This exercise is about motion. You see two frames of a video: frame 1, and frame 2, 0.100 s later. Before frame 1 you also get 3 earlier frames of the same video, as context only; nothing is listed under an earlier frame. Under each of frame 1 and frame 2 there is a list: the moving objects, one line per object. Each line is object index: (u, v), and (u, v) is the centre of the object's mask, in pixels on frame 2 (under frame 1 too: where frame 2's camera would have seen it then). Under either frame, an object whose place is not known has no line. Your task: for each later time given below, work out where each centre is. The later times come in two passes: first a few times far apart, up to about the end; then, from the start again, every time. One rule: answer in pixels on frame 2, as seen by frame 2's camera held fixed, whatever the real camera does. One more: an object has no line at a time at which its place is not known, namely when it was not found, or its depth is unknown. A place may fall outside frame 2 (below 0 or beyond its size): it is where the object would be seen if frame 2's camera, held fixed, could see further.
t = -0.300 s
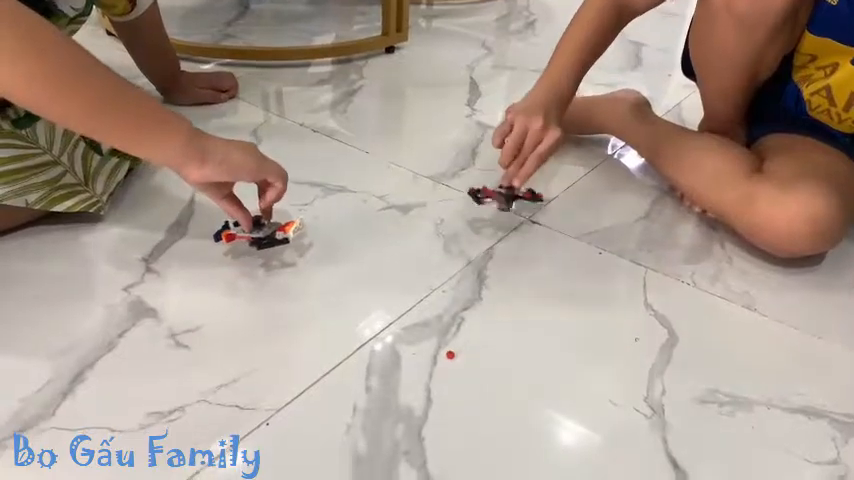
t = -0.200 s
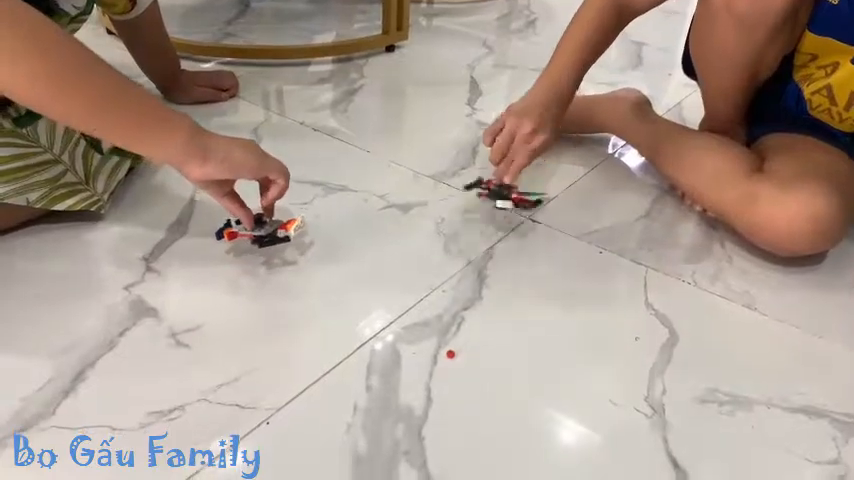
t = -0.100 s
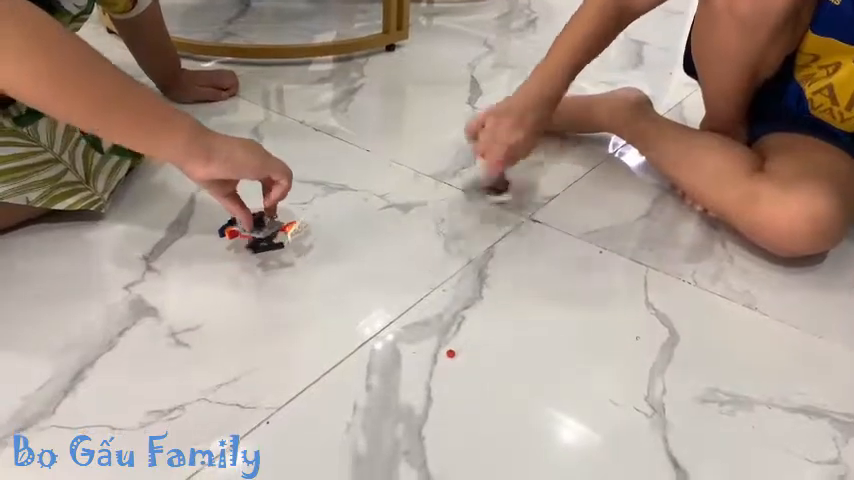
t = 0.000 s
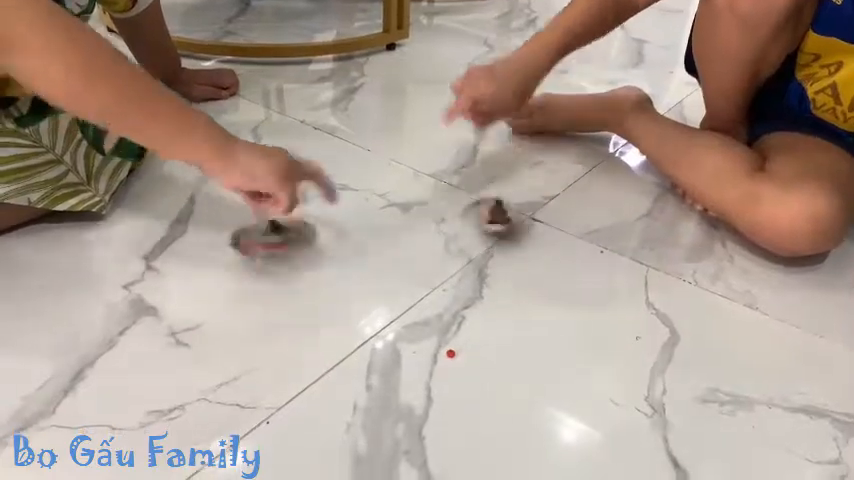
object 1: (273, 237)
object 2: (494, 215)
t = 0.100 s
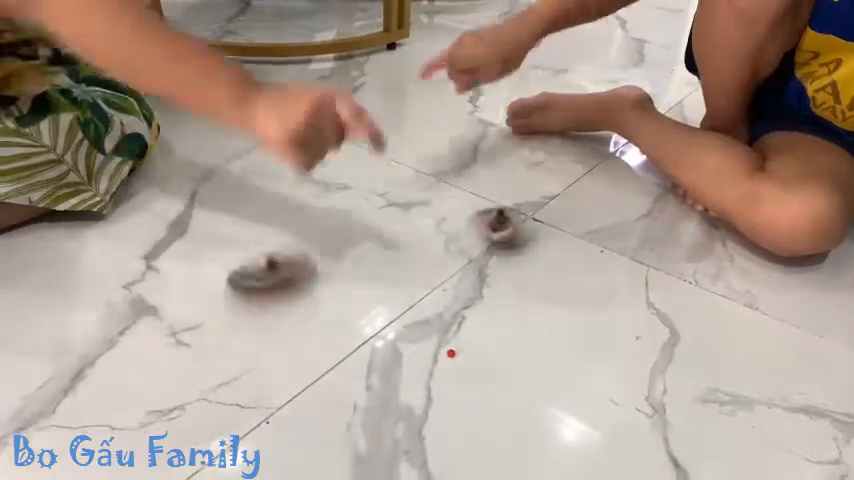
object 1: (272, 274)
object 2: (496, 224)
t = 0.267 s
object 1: (246, 309)
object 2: (506, 241)
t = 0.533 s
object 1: (205, 353)
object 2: (534, 271)
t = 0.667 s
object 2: (545, 287)
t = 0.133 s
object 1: (270, 287)
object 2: (498, 227)
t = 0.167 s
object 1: (261, 293)
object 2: (501, 230)
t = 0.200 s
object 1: (261, 301)
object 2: (501, 234)
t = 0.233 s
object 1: (253, 304)
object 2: (503, 237)
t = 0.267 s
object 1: (246, 309)
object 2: (506, 241)
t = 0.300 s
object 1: (243, 313)
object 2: (509, 245)
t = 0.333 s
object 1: (232, 314)
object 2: (510, 249)
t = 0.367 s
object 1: (229, 327)
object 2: (514, 252)
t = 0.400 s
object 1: (225, 329)
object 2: (518, 255)
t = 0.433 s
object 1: (218, 337)
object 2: (521, 260)
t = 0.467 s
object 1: (216, 338)
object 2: (528, 265)
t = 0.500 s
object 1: (206, 347)
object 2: (534, 267)
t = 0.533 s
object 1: (205, 353)
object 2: (534, 271)
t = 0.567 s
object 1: (197, 359)
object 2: (537, 275)
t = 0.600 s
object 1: (193, 366)
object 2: (536, 281)
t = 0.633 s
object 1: (188, 370)
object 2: (541, 284)
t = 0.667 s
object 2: (545, 287)
